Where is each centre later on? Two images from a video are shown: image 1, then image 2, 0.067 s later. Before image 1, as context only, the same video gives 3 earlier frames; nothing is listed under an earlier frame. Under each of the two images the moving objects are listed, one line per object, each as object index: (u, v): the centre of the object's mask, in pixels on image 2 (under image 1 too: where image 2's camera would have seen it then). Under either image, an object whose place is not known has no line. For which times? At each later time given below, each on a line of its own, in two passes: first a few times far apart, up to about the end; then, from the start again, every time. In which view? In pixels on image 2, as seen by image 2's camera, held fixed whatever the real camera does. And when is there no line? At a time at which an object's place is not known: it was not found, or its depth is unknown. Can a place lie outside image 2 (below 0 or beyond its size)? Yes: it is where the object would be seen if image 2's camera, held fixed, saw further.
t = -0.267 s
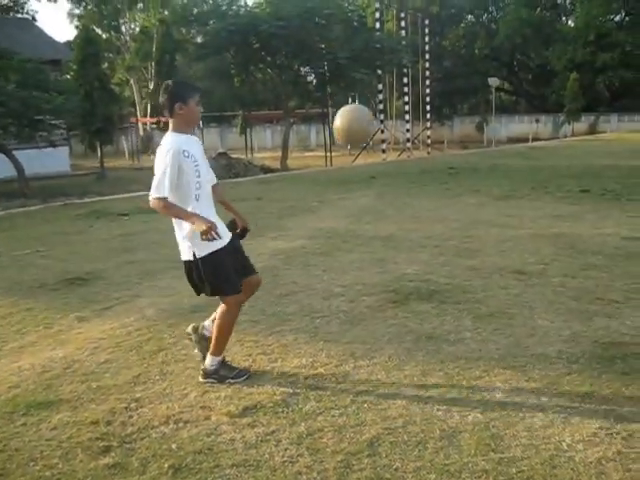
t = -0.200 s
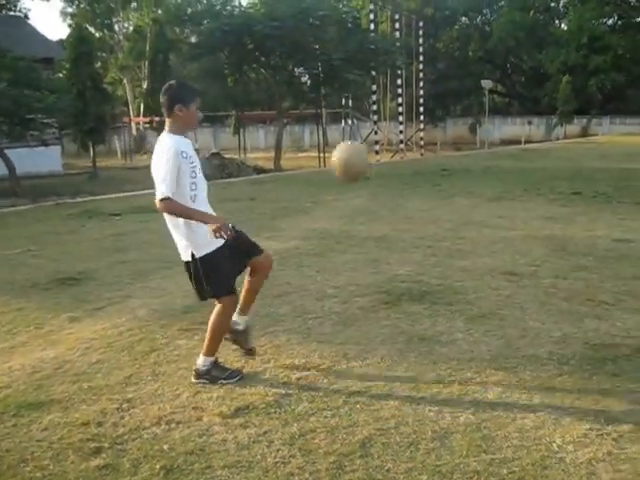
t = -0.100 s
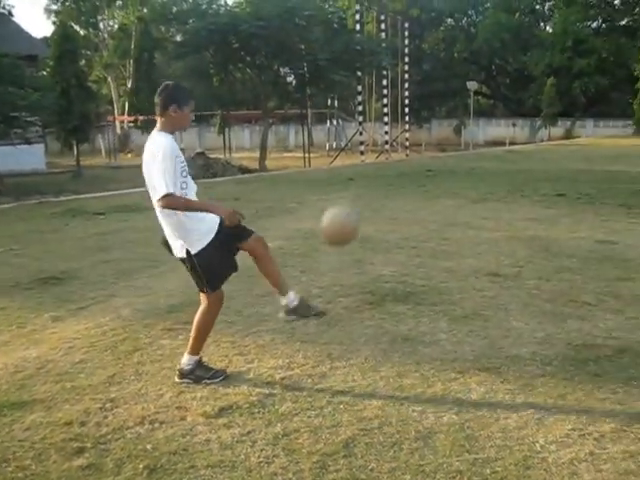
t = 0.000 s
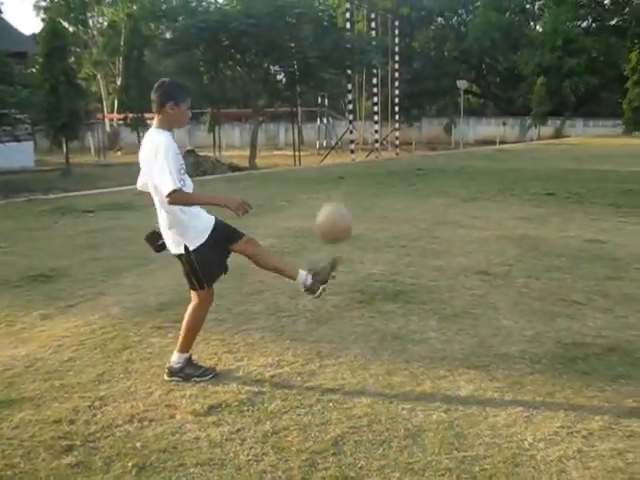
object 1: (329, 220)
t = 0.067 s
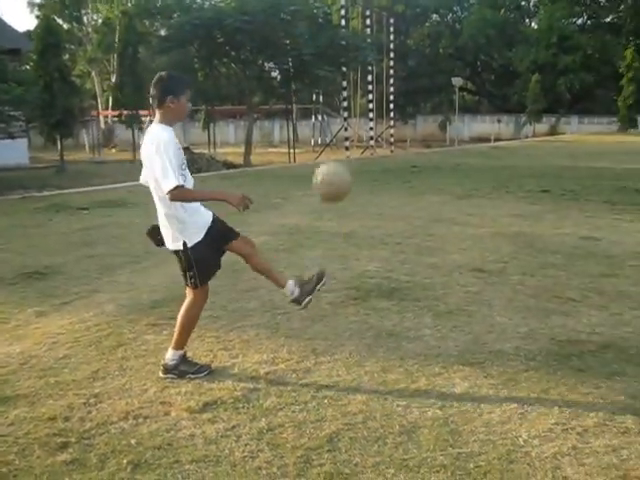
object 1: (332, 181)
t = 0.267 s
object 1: (344, 114)
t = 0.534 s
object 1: (359, 133)
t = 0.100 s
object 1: (334, 166)
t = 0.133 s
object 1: (337, 151)
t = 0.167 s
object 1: (338, 139)
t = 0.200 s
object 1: (340, 129)
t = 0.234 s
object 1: (343, 120)
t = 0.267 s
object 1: (344, 114)
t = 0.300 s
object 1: (346, 110)
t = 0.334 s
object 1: (348, 107)
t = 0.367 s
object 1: (350, 107)
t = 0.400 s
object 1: (351, 108)
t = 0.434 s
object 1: (353, 111)
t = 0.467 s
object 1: (355, 116)
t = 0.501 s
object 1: (357, 124)
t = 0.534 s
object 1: (359, 133)
